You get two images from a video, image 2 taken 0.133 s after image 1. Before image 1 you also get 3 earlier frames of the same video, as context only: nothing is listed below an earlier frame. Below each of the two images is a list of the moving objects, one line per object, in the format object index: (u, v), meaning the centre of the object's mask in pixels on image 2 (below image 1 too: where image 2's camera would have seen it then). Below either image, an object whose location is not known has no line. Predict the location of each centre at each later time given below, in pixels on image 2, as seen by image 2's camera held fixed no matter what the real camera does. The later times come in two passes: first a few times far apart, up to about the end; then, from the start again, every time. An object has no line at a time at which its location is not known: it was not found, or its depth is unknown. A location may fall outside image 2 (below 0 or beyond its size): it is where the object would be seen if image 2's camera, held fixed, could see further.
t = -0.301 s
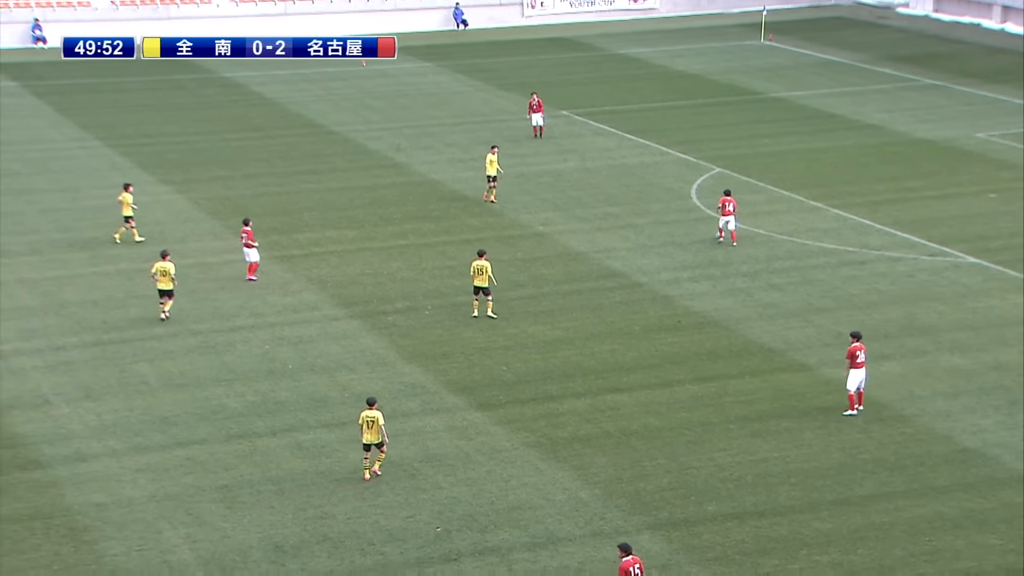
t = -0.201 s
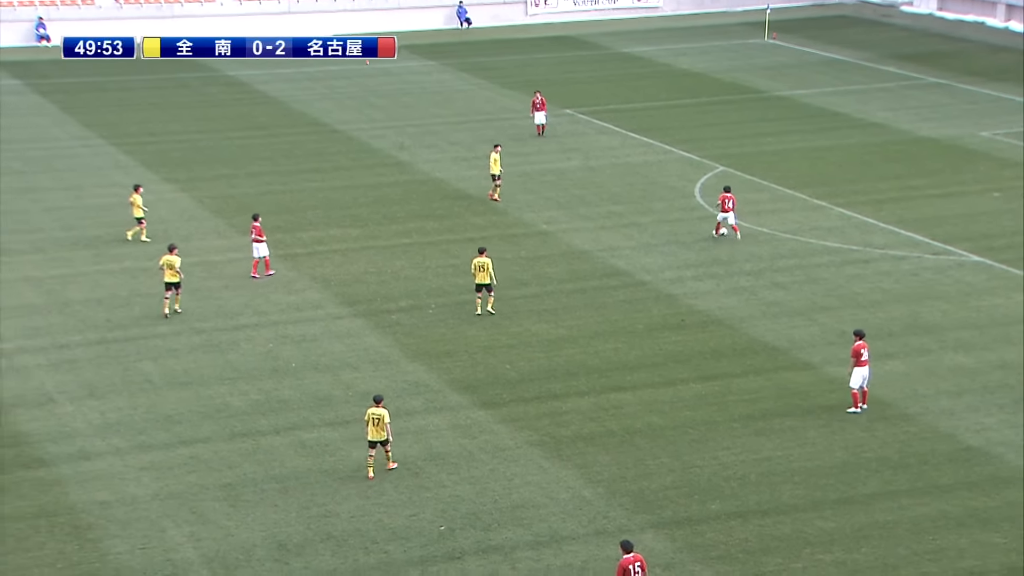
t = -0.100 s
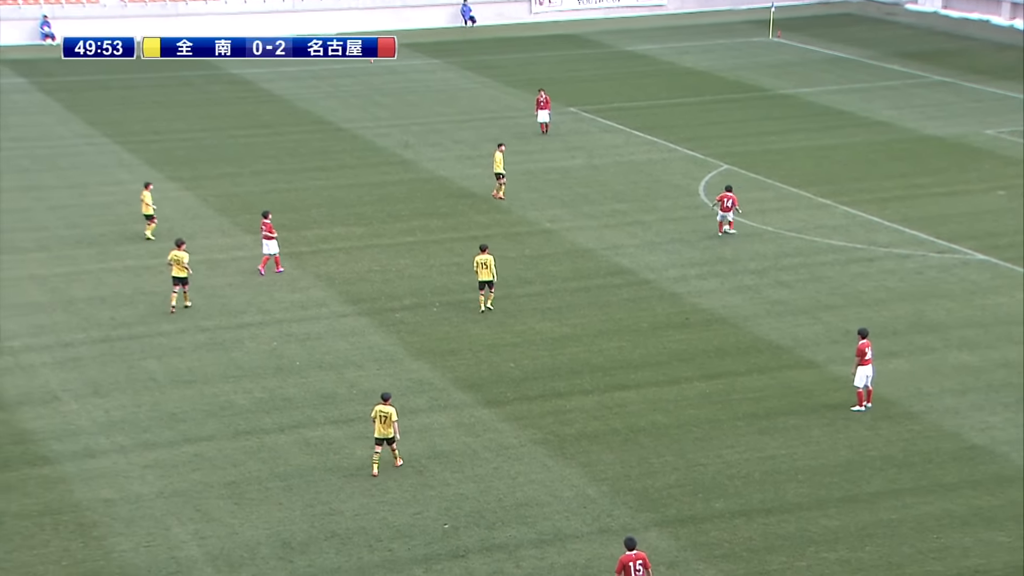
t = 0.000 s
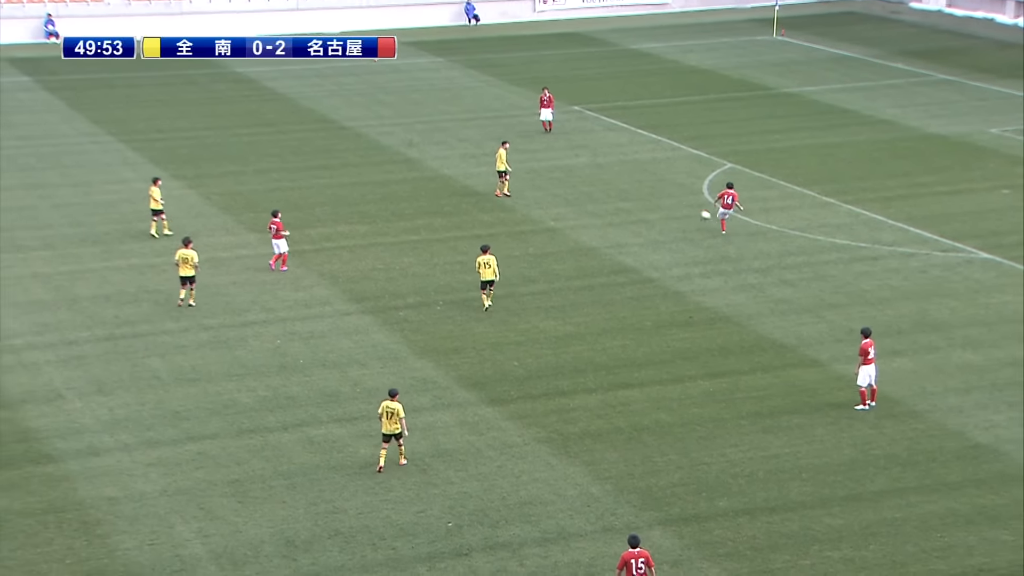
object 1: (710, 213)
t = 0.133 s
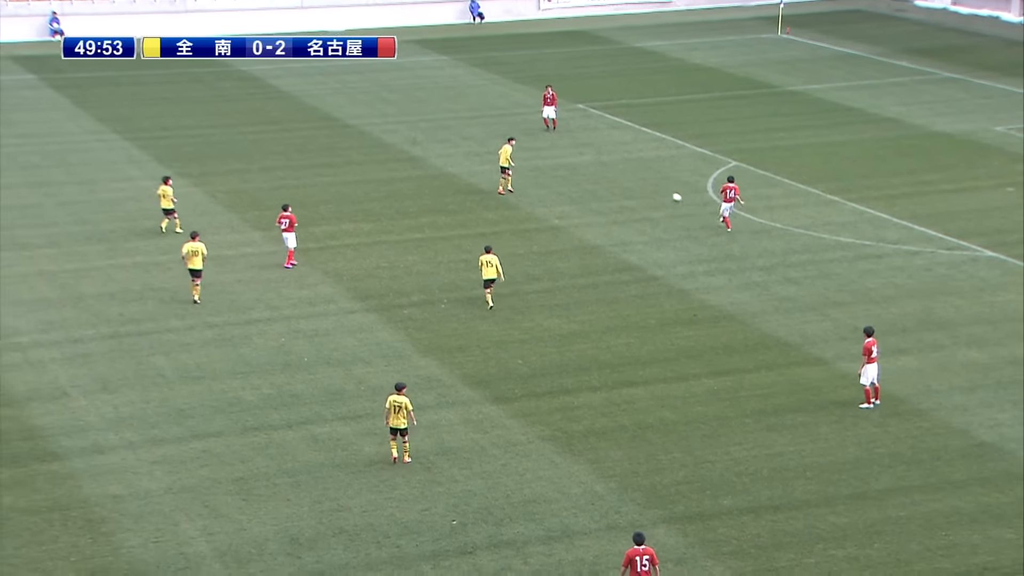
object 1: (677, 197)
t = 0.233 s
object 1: (654, 187)
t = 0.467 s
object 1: (611, 167)
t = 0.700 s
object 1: (578, 153)
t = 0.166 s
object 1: (669, 194)
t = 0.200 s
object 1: (661, 190)
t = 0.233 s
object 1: (654, 187)
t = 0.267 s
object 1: (648, 183)
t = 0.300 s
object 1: (641, 181)
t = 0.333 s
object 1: (634, 178)
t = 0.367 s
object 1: (628, 176)
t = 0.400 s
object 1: (622, 172)
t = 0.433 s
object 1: (617, 169)
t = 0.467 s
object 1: (611, 167)
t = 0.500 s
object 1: (605, 165)
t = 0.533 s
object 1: (600, 163)
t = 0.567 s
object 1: (596, 160)
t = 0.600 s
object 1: (591, 158)
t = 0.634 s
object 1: (587, 156)
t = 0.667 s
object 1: (582, 155)
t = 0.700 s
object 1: (578, 153)
